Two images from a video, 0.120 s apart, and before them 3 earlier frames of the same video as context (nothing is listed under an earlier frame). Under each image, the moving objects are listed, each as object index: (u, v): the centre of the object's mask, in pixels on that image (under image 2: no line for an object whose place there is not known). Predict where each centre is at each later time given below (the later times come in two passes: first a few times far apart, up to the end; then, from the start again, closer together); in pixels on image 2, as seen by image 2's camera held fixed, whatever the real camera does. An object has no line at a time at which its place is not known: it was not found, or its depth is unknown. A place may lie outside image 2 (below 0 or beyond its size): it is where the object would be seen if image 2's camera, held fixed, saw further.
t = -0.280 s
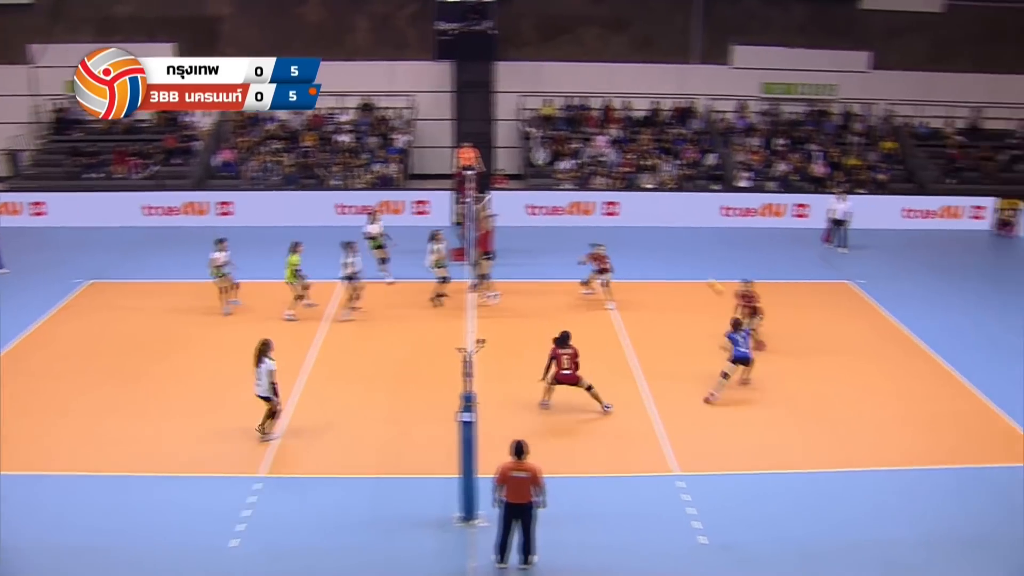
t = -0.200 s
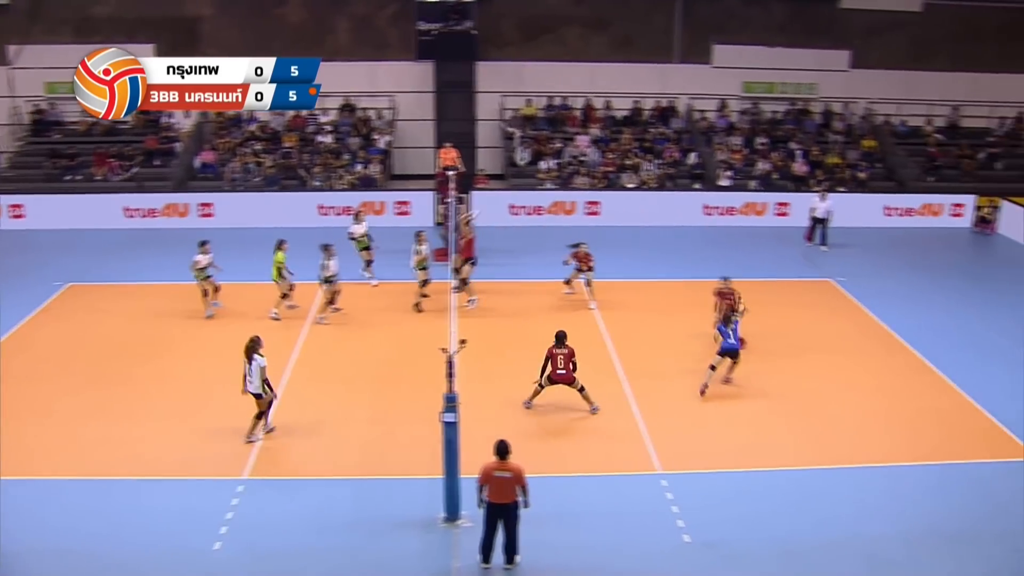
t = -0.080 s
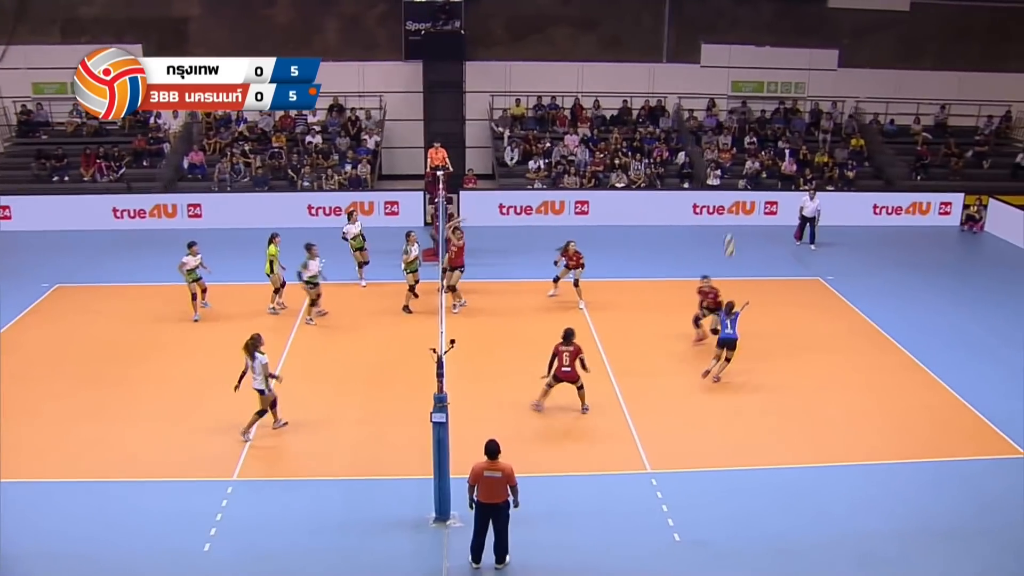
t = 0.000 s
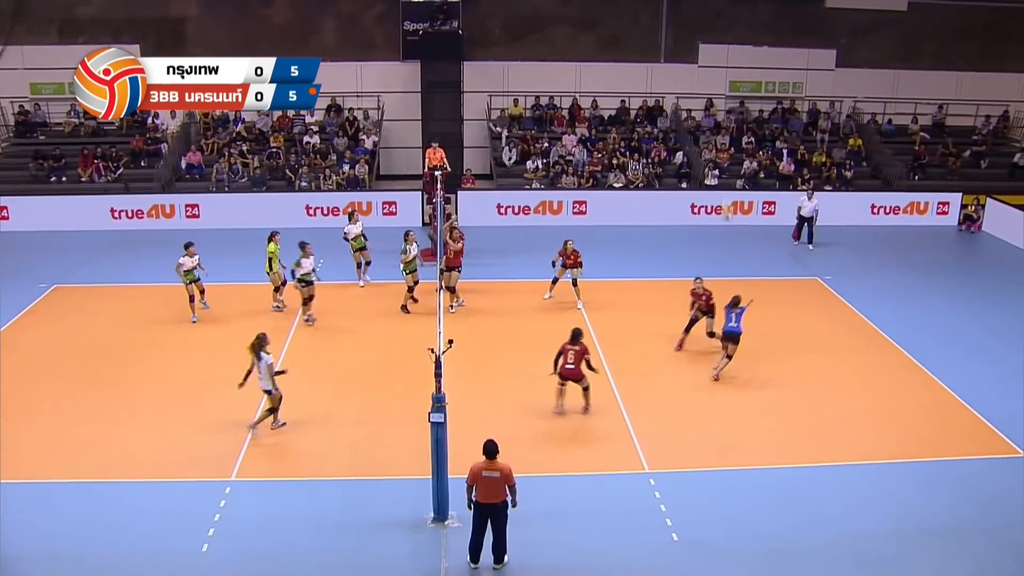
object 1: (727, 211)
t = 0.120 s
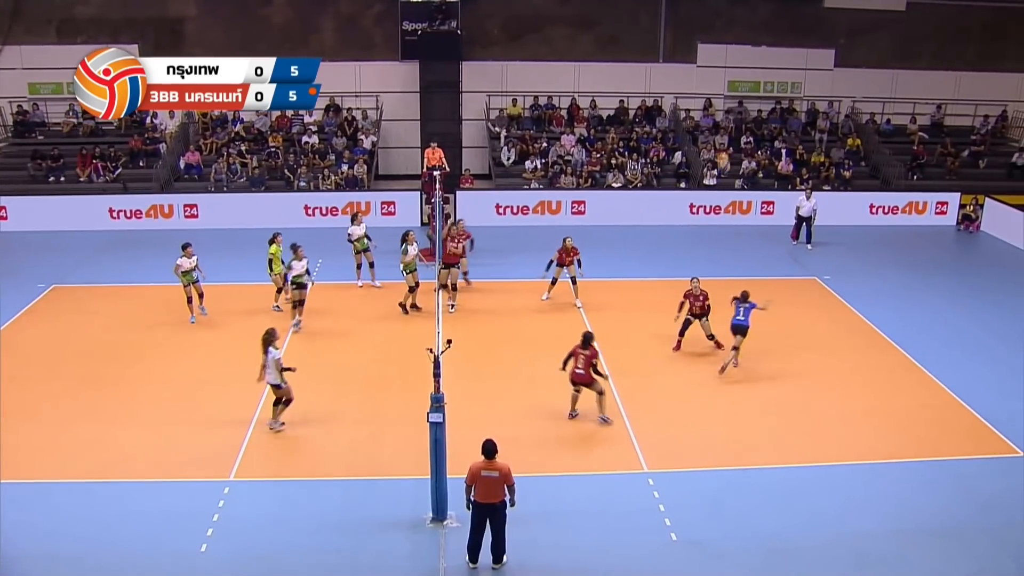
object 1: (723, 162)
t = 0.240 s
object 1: (722, 124)
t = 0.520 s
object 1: (715, 64)
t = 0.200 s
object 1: (722, 138)
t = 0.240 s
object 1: (722, 124)
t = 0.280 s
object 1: (720, 111)
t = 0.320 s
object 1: (720, 103)
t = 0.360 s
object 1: (719, 93)
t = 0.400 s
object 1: (718, 83)
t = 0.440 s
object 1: (717, 75)
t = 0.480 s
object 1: (716, 70)
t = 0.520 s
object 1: (715, 64)
